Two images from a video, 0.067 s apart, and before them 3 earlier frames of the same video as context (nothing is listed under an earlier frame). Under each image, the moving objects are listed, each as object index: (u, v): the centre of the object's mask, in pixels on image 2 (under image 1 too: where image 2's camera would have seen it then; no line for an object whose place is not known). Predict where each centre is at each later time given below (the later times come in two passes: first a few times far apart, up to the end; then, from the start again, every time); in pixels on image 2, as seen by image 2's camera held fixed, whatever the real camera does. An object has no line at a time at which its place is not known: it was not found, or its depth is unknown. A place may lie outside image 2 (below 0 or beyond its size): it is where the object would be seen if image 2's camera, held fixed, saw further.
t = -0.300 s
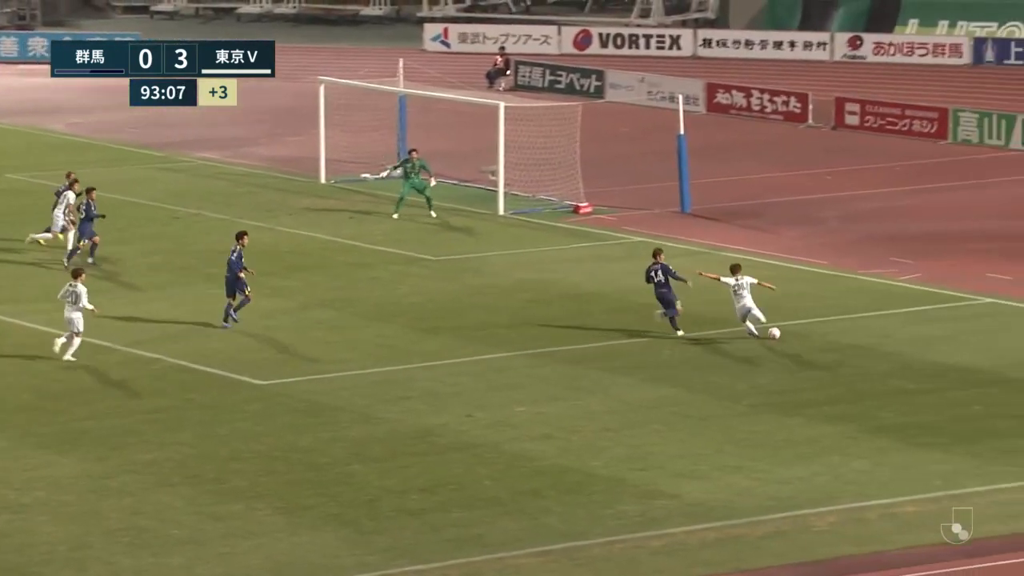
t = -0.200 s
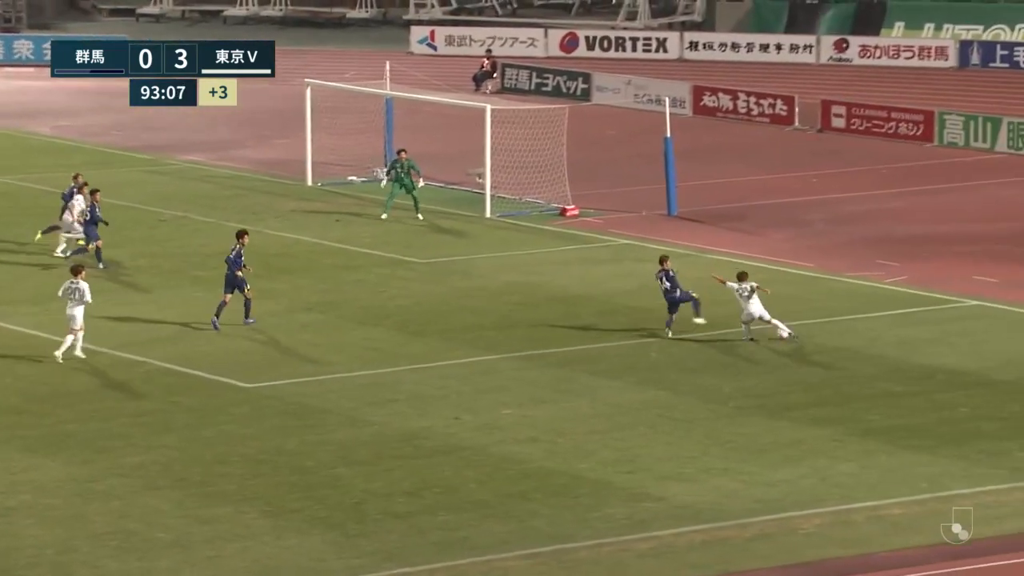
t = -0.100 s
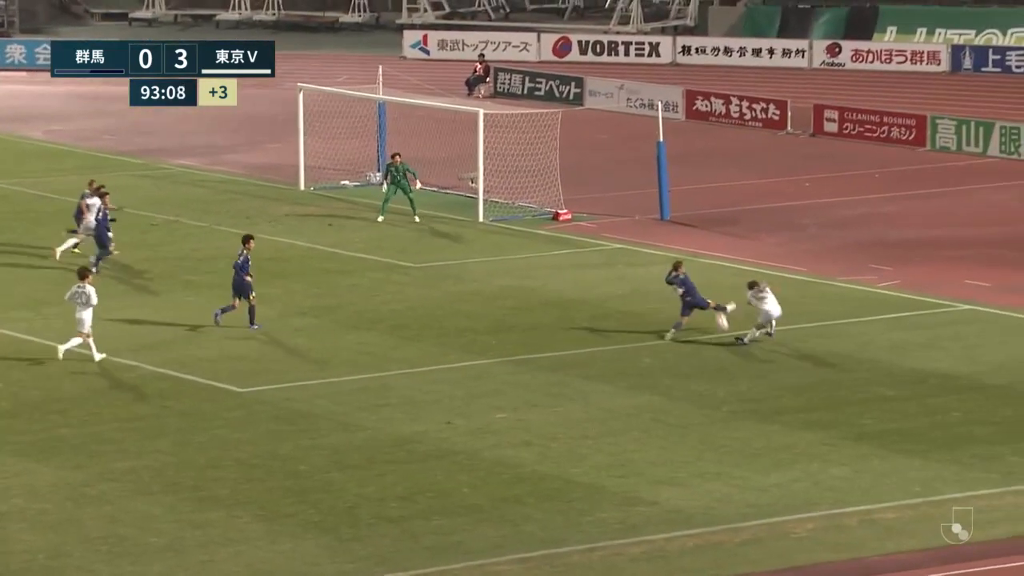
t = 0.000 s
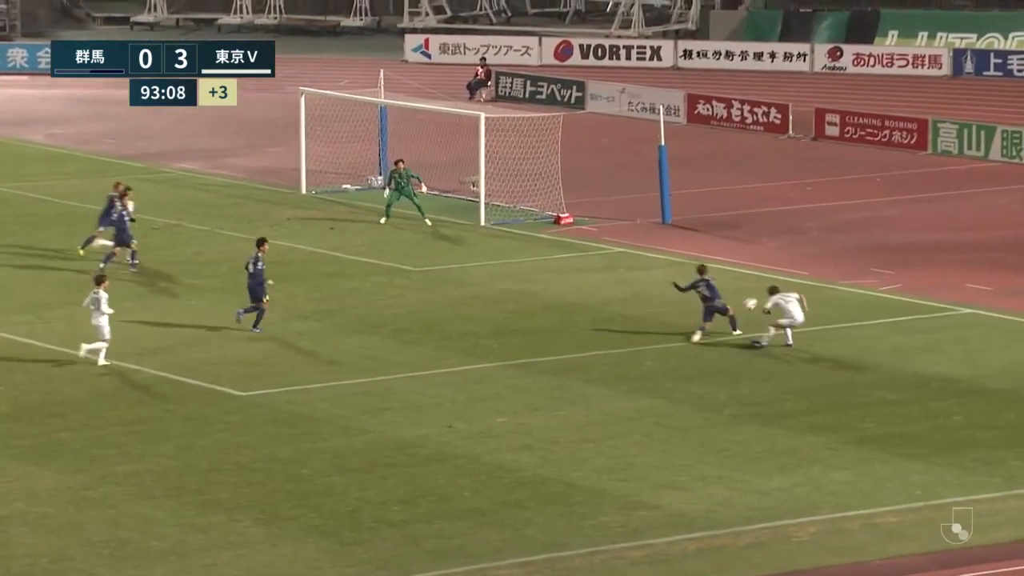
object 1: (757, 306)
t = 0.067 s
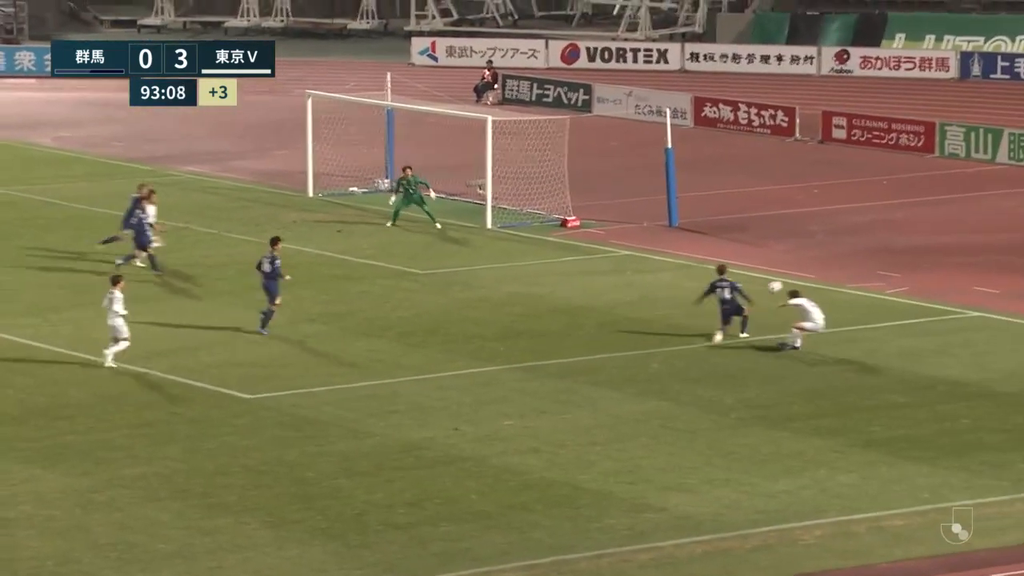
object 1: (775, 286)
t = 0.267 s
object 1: (830, 241)
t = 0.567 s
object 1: (911, 217)
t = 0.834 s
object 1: (982, 236)
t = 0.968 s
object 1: (1017, 261)
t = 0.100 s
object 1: (784, 277)
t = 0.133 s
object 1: (794, 268)
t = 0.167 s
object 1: (802, 261)
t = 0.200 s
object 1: (811, 254)
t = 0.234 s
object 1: (820, 247)
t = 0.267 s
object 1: (830, 241)
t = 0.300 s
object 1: (838, 236)
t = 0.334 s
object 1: (847, 231)
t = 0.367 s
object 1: (856, 228)
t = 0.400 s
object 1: (866, 224)
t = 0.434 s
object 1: (875, 222)
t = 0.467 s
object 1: (884, 219)
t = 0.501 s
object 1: (893, 218)
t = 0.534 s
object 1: (902, 217)
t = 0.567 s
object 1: (911, 217)
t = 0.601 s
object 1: (920, 217)
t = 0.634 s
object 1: (929, 218)
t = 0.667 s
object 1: (938, 219)
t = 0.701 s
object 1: (947, 222)
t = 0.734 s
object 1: (956, 224)
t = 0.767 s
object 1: (965, 227)
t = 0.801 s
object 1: (974, 231)
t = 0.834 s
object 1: (982, 236)
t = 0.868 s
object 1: (992, 241)
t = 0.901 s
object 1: (1000, 247)
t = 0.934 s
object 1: (1008, 253)
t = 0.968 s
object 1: (1017, 261)
